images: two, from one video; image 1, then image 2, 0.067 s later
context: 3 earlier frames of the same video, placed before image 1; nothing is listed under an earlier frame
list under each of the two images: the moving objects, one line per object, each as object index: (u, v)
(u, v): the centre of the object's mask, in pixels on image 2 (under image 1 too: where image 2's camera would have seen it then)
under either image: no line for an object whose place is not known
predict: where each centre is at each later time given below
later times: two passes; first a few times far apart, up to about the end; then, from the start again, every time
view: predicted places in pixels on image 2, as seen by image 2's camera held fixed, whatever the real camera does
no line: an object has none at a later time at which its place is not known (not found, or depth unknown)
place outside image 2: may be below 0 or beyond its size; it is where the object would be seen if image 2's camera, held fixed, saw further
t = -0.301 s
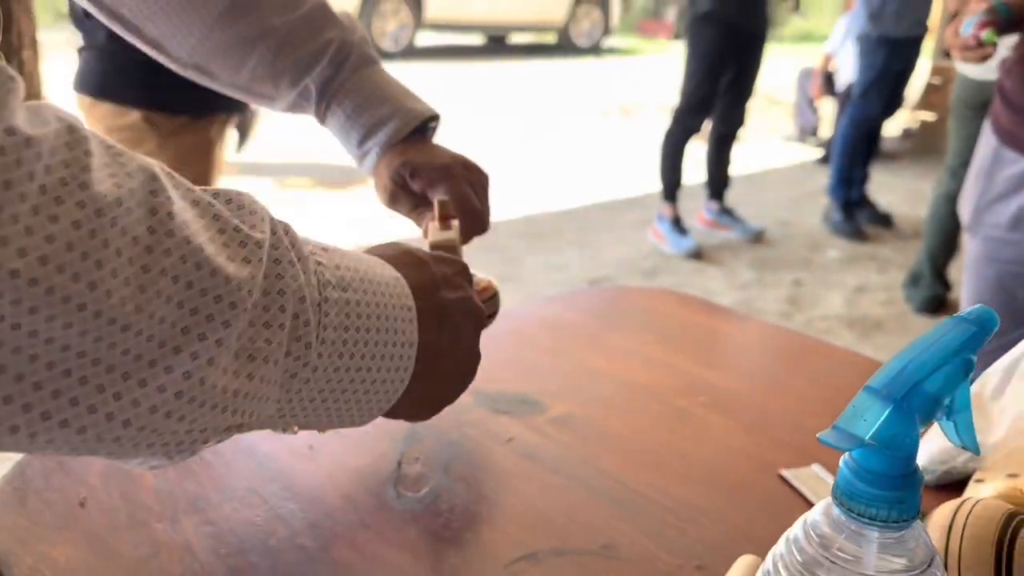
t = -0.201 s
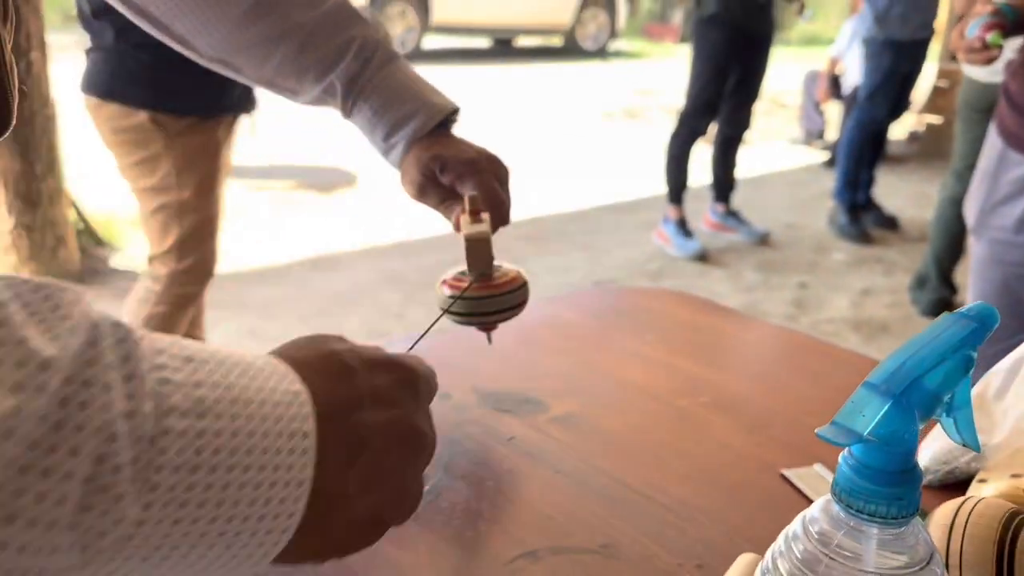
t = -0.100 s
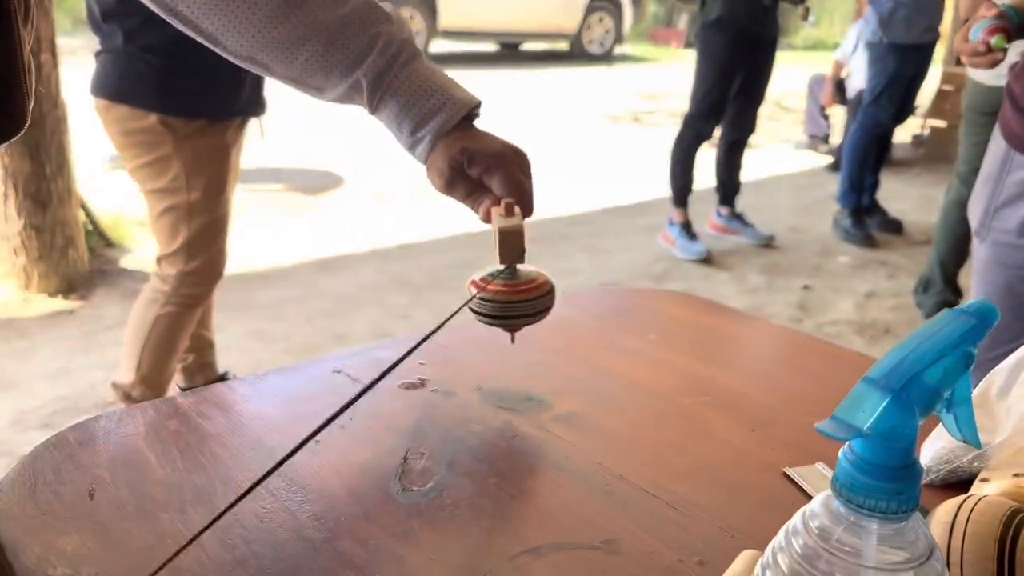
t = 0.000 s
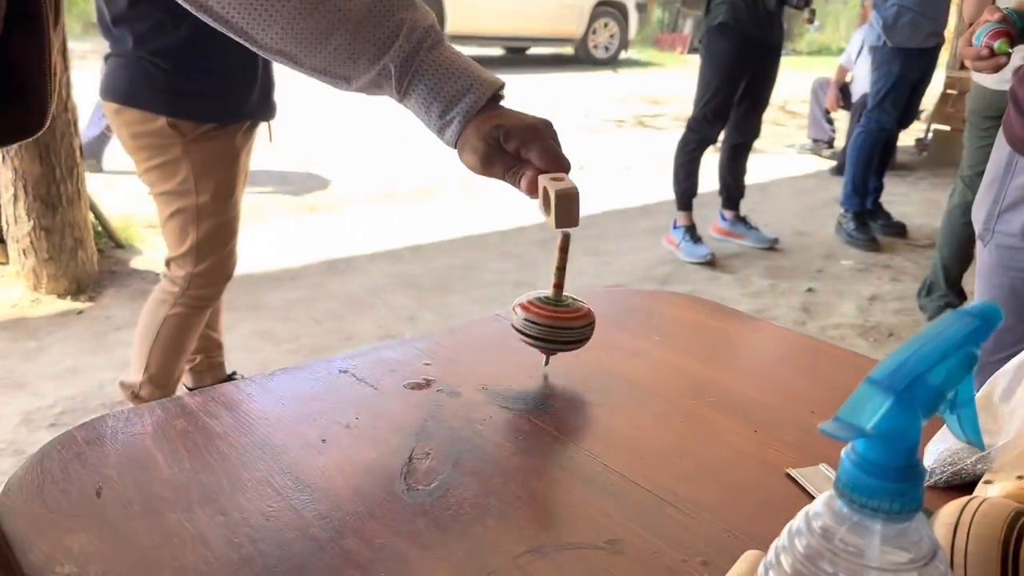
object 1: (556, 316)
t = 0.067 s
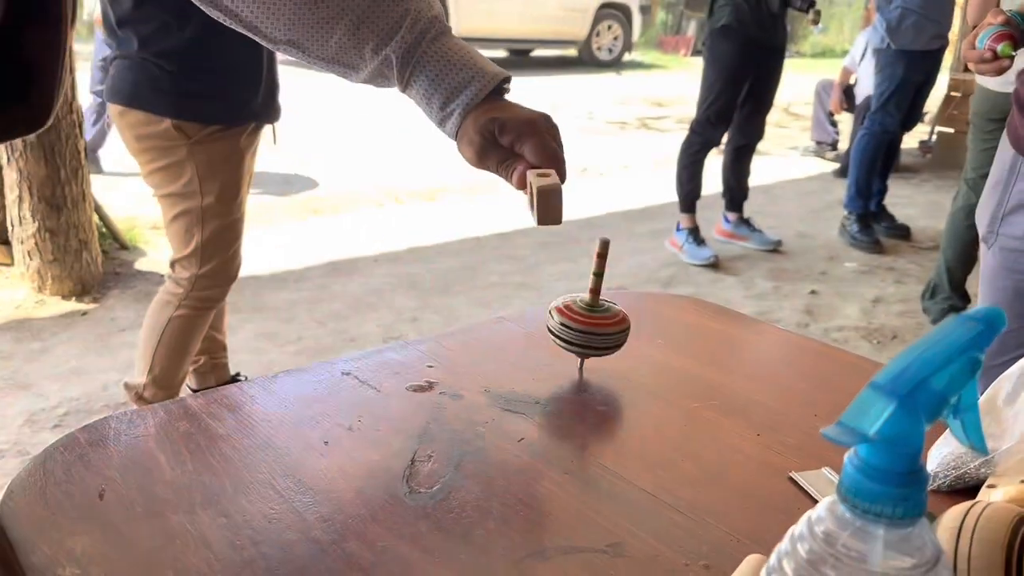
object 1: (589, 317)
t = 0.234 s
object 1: (612, 314)
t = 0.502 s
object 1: (613, 312)
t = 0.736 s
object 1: (616, 310)
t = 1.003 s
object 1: (617, 310)
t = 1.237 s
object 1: (620, 314)
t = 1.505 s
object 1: (622, 315)
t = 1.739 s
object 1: (617, 316)
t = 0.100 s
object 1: (601, 316)
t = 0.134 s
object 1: (609, 315)
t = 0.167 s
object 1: (612, 314)
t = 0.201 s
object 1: (612, 314)
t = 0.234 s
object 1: (612, 314)
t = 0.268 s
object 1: (612, 315)
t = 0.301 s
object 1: (613, 314)
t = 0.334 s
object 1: (613, 313)
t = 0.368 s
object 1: (613, 312)
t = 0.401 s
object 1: (613, 312)
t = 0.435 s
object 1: (612, 312)
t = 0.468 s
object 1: (613, 313)
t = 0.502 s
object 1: (613, 312)
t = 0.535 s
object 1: (613, 311)
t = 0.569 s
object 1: (612, 310)
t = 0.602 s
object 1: (612, 311)
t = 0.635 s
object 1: (612, 312)
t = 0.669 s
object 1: (614, 311)
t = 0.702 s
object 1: (615, 311)
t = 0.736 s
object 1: (616, 310)
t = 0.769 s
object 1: (615, 310)
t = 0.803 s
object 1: (615, 310)
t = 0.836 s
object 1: (615, 311)
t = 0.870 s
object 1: (617, 311)
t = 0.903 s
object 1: (618, 311)
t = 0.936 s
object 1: (618, 310)
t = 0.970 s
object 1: (618, 310)
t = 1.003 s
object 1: (617, 310)
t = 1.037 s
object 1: (618, 312)
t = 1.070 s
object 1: (619, 312)
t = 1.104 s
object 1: (620, 312)
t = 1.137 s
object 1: (620, 312)
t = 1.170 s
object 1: (619, 312)
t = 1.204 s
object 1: (619, 312)
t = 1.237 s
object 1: (620, 314)
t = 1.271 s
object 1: (621, 313)
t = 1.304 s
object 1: (622, 314)
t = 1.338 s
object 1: (621, 314)
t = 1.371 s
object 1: (620, 314)
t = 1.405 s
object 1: (619, 315)
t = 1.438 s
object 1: (620, 315)
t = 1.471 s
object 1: (621, 315)
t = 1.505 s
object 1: (622, 315)
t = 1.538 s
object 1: (621, 315)
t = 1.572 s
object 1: (620, 316)
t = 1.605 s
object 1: (620, 316)
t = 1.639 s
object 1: (620, 317)
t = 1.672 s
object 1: (621, 317)
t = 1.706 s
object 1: (619, 317)
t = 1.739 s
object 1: (617, 316)
